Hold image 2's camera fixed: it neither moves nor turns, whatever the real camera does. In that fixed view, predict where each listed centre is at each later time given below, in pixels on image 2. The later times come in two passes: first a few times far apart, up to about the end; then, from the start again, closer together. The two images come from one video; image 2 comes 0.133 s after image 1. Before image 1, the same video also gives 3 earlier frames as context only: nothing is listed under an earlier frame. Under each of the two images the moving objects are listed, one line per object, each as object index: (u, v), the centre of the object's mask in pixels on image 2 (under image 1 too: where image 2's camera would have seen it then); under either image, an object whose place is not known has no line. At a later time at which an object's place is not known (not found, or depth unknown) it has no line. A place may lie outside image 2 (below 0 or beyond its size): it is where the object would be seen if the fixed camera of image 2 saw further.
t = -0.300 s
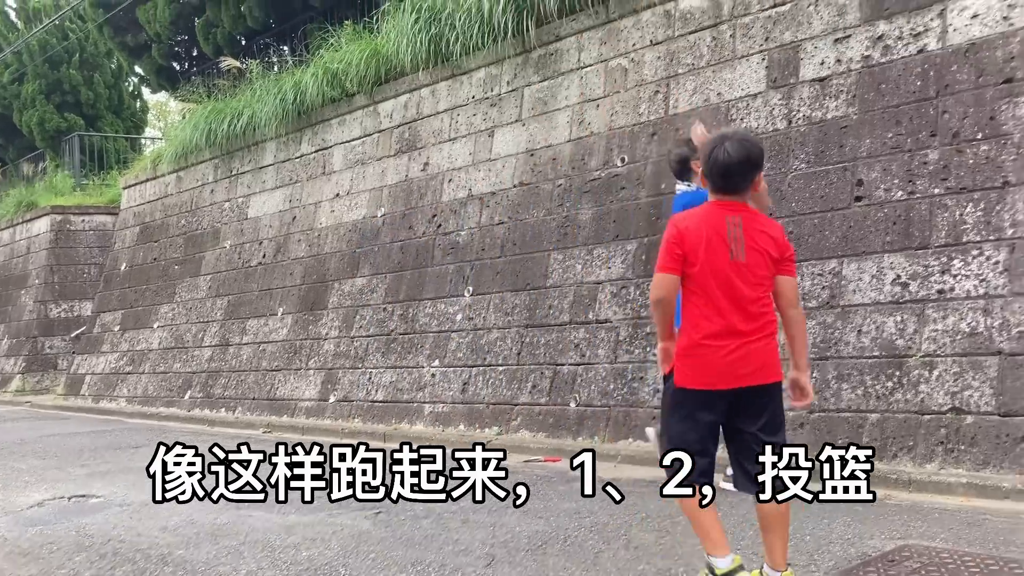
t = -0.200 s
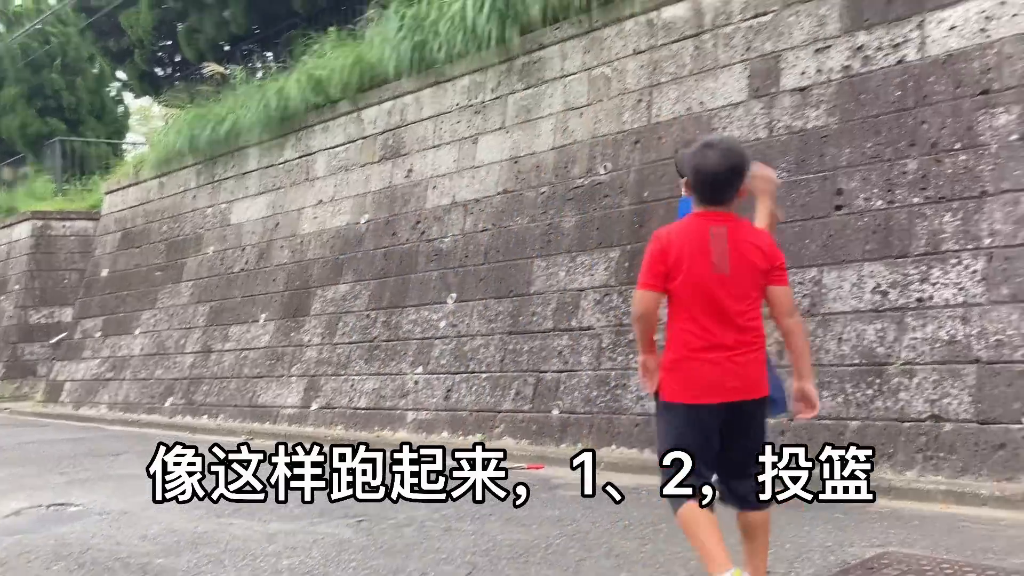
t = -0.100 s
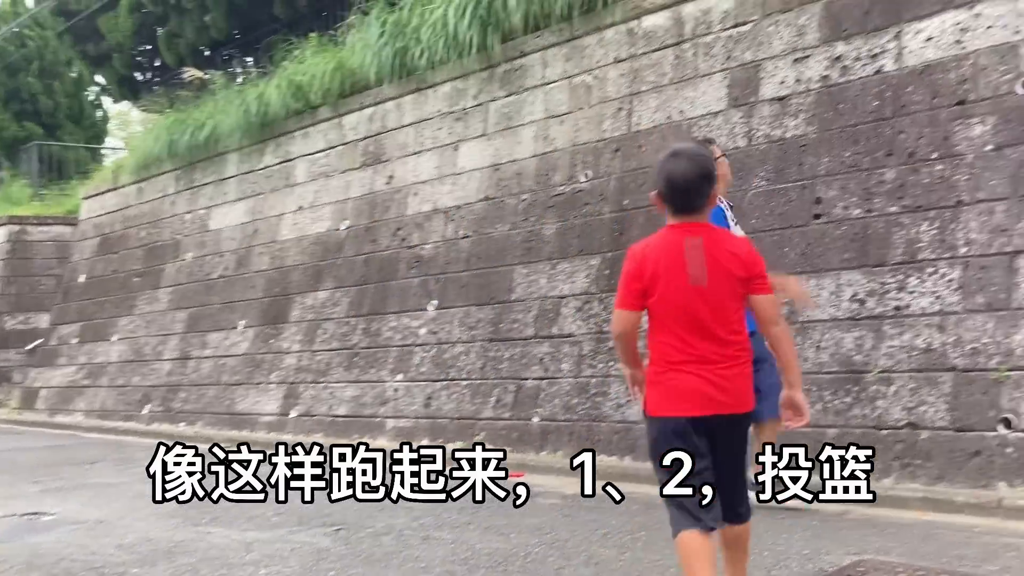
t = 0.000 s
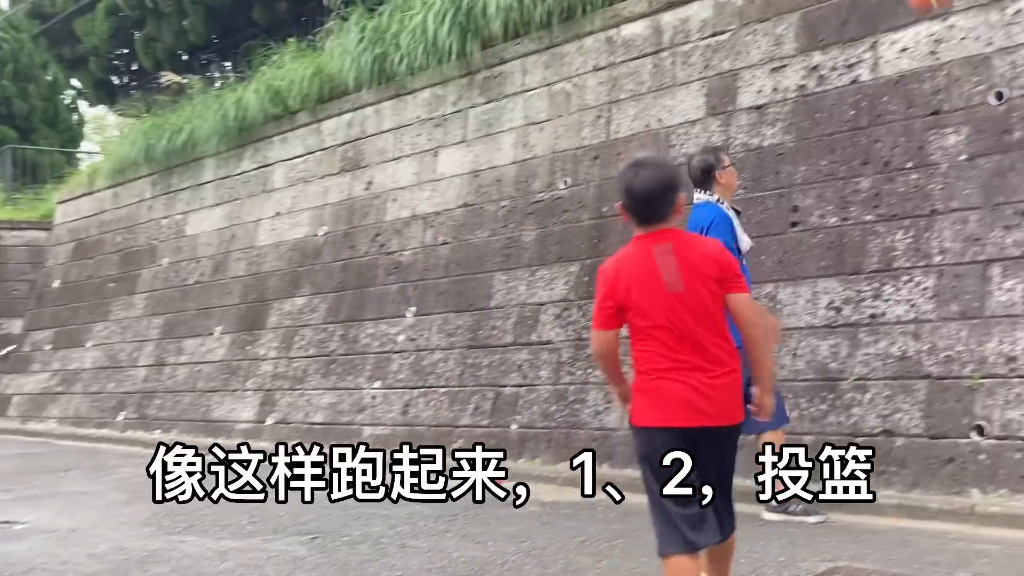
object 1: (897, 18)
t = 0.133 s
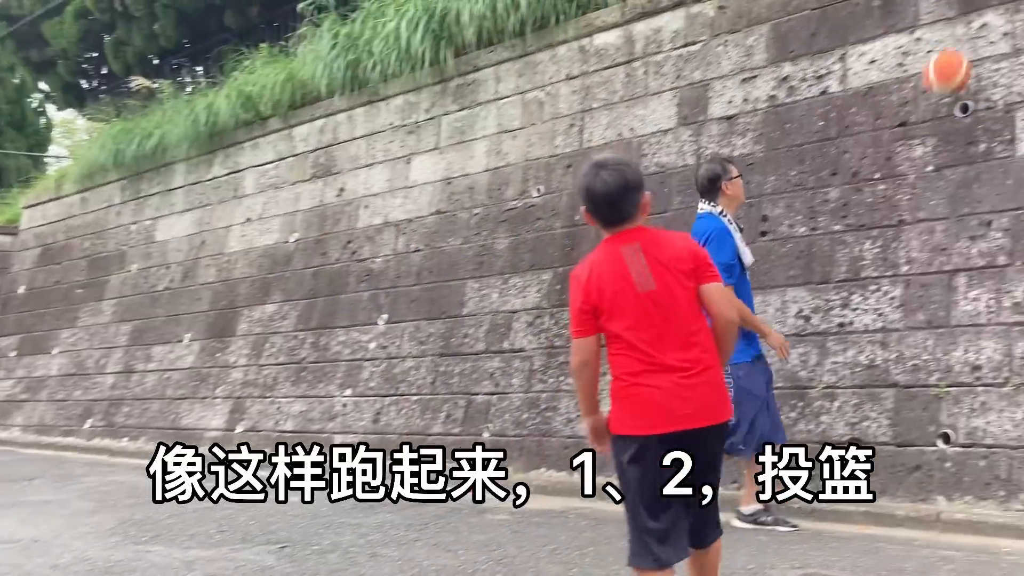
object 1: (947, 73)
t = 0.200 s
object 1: (952, 91)
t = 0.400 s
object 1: (975, 221)
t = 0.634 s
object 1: (1022, 513)
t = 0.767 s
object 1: (1018, 313)
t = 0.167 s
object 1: (949, 81)
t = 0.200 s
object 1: (952, 91)
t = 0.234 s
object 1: (955, 104)
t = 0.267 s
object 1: (958, 120)
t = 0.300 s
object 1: (962, 141)
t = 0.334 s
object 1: (966, 165)
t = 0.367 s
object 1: (971, 192)
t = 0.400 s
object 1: (975, 221)
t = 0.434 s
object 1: (982, 257)
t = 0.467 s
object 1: (987, 298)
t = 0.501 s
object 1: (995, 345)
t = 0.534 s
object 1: (1002, 399)
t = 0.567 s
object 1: (1011, 460)
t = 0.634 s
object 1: (1022, 513)
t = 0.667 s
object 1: (1021, 463)
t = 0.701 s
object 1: (1019, 412)
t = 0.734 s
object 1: (1018, 362)
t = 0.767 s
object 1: (1018, 313)
